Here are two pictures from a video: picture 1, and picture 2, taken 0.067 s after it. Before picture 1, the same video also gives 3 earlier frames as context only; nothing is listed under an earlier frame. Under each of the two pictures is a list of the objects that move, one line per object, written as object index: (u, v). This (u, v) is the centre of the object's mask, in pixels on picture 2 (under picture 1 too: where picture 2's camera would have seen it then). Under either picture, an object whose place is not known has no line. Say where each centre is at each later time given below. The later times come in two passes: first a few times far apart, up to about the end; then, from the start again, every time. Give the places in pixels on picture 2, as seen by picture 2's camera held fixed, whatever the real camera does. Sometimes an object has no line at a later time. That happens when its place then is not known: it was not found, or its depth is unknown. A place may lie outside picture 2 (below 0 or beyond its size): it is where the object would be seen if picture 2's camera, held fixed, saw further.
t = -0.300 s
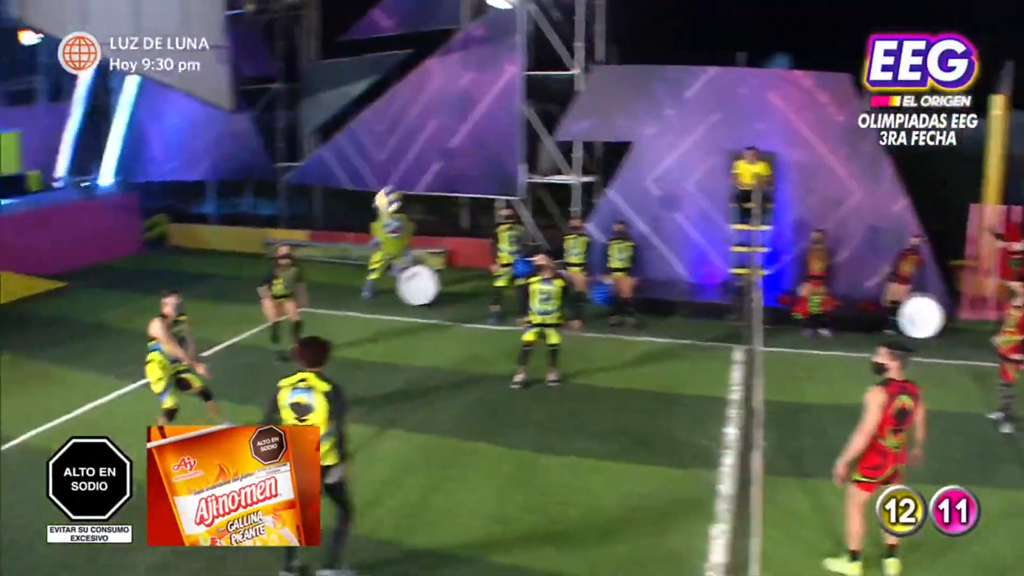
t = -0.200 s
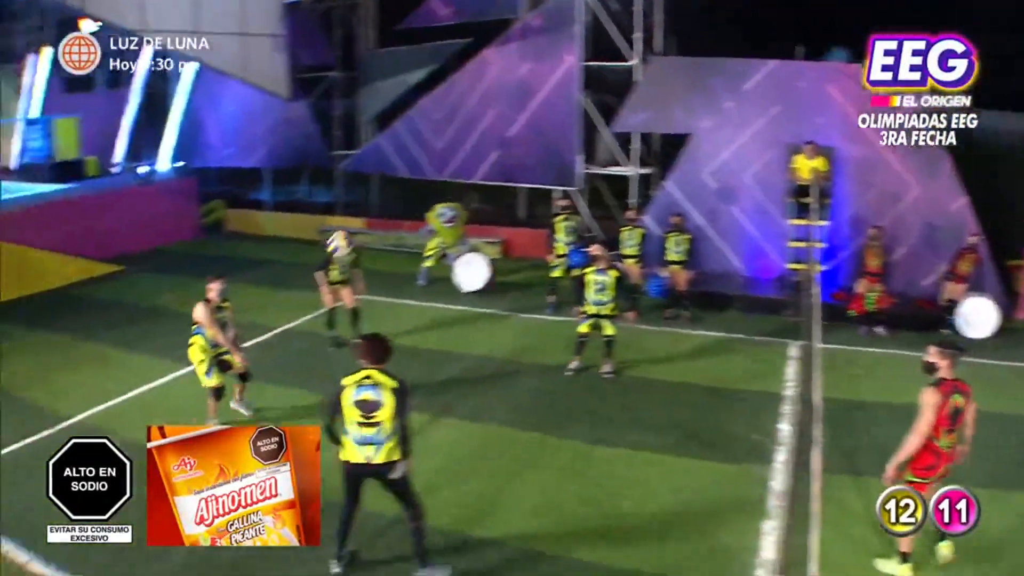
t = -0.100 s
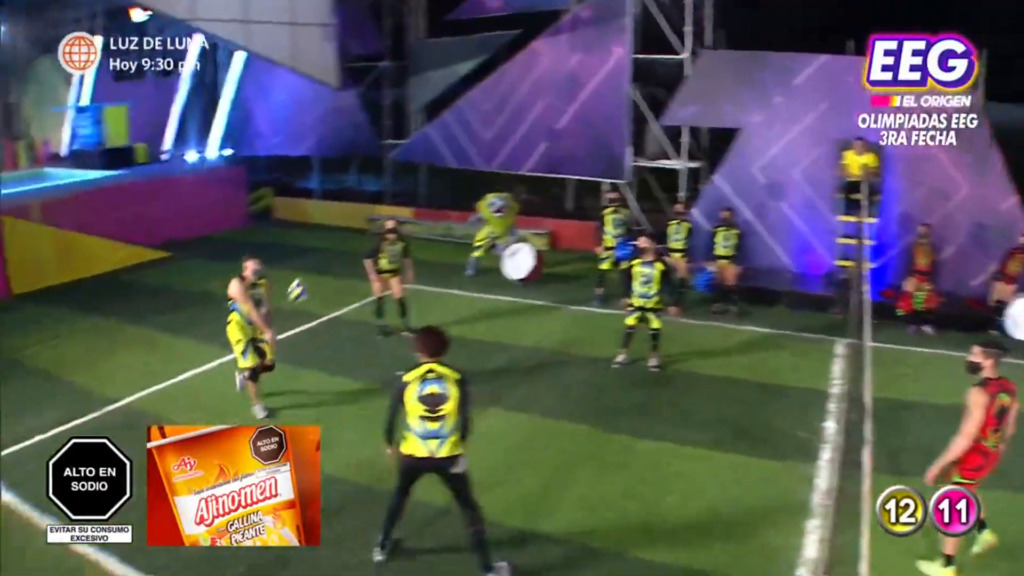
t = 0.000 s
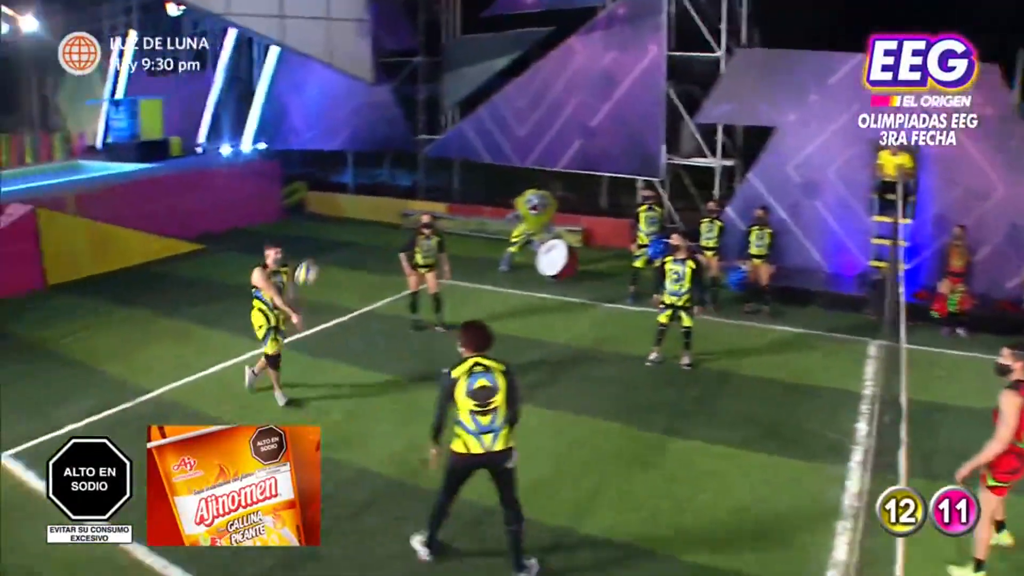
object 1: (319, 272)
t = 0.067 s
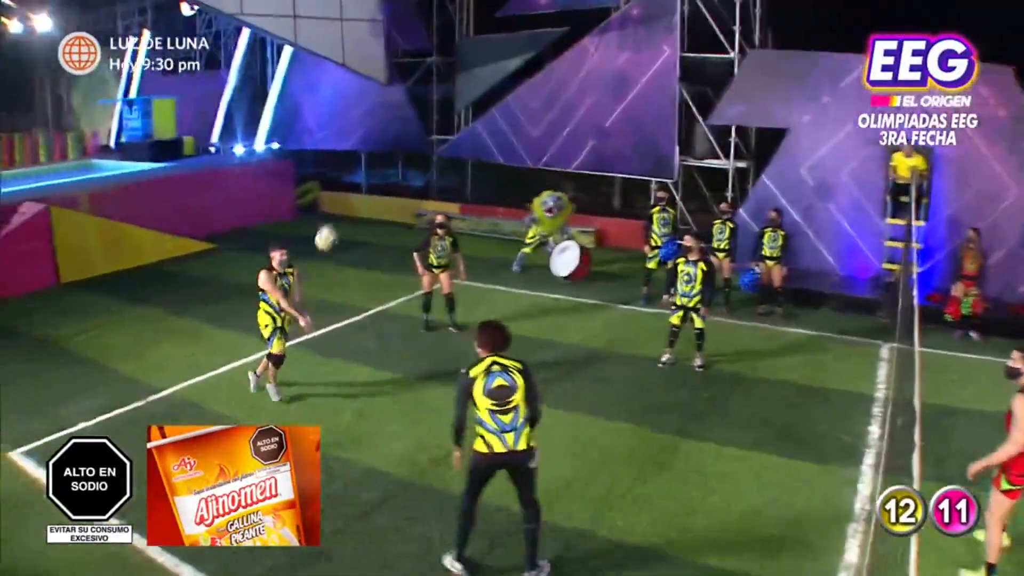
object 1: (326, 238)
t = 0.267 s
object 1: (351, 155)
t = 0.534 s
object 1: (389, 99)
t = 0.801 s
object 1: (433, 126)
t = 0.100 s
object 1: (329, 222)
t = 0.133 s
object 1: (333, 208)
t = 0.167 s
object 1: (337, 193)
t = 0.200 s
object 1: (342, 180)
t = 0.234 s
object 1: (346, 167)
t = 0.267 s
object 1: (351, 155)
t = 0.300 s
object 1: (355, 145)
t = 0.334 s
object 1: (360, 135)
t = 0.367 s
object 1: (365, 126)
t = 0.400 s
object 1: (370, 119)
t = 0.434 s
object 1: (375, 112)
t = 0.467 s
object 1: (380, 106)
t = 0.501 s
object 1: (384, 102)
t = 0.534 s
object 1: (389, 99)
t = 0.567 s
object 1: (394, 98)
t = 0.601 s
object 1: (400, 98)
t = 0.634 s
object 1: (405, 99)
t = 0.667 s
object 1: (411, 102)
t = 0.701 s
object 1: (417, 106)
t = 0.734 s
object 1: (421, 111)
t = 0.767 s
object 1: (428, 118)
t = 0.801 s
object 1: (433, 126)
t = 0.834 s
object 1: (438, 136)
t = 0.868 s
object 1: (444, 147)
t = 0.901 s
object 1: (449, 160)
